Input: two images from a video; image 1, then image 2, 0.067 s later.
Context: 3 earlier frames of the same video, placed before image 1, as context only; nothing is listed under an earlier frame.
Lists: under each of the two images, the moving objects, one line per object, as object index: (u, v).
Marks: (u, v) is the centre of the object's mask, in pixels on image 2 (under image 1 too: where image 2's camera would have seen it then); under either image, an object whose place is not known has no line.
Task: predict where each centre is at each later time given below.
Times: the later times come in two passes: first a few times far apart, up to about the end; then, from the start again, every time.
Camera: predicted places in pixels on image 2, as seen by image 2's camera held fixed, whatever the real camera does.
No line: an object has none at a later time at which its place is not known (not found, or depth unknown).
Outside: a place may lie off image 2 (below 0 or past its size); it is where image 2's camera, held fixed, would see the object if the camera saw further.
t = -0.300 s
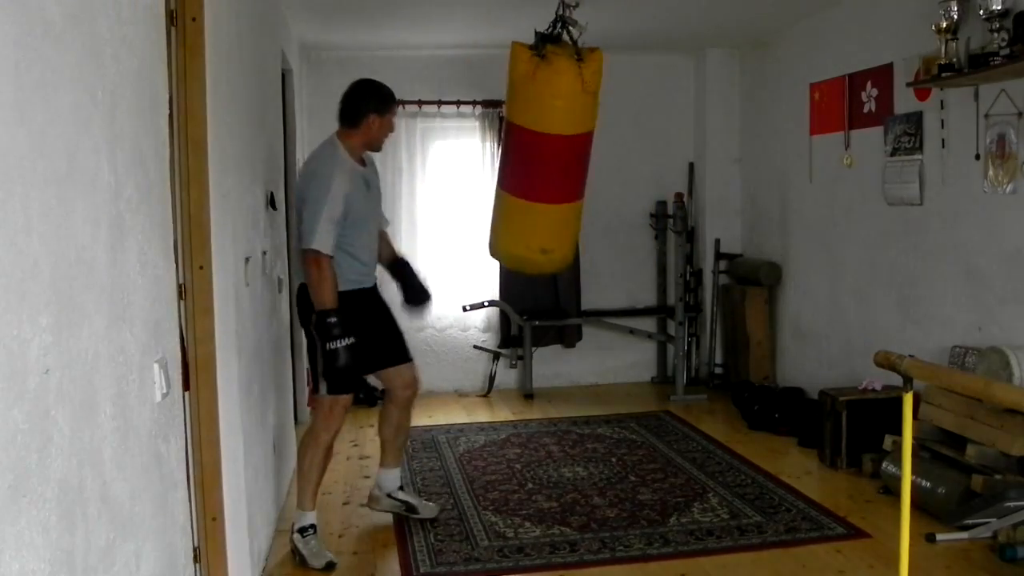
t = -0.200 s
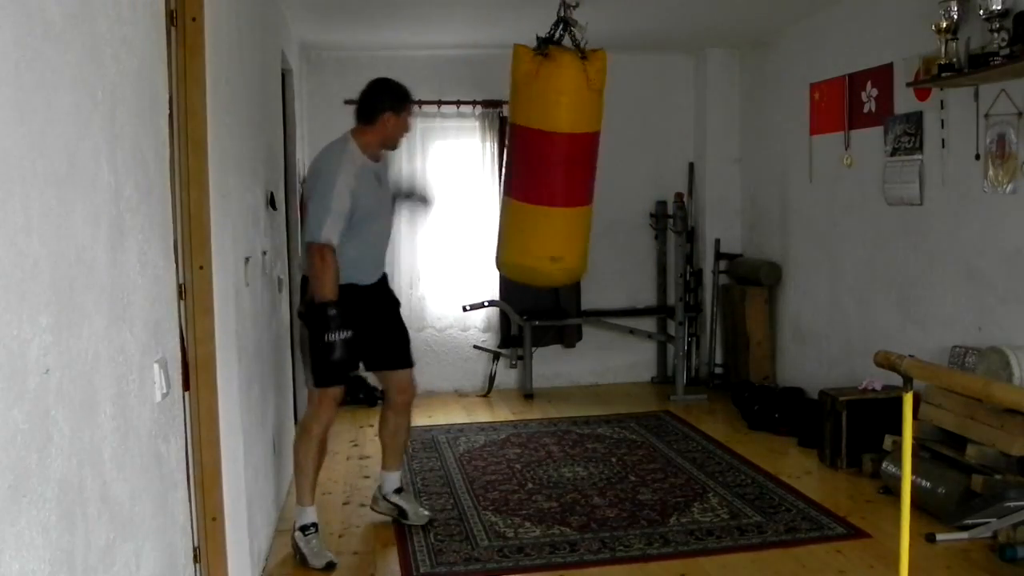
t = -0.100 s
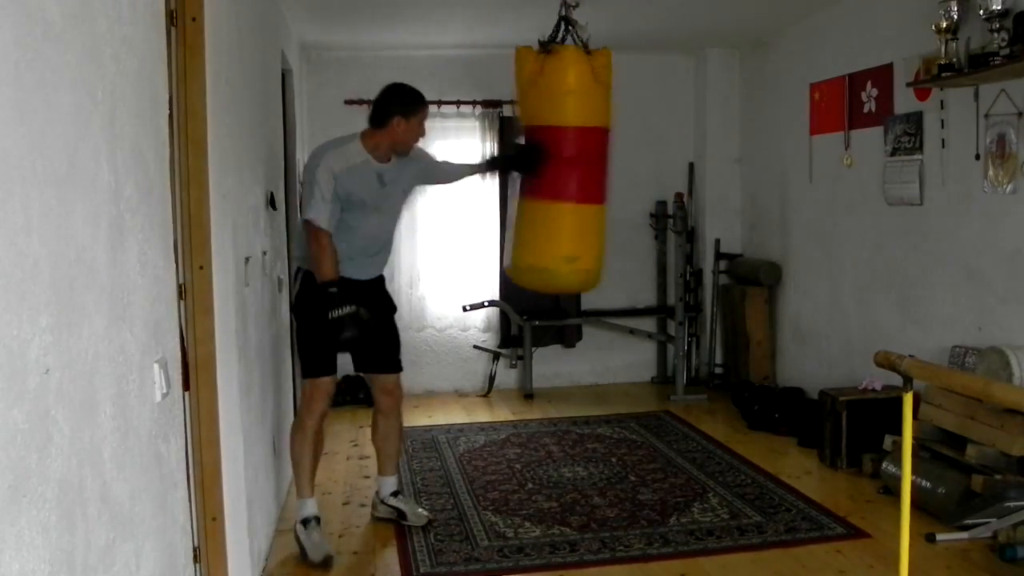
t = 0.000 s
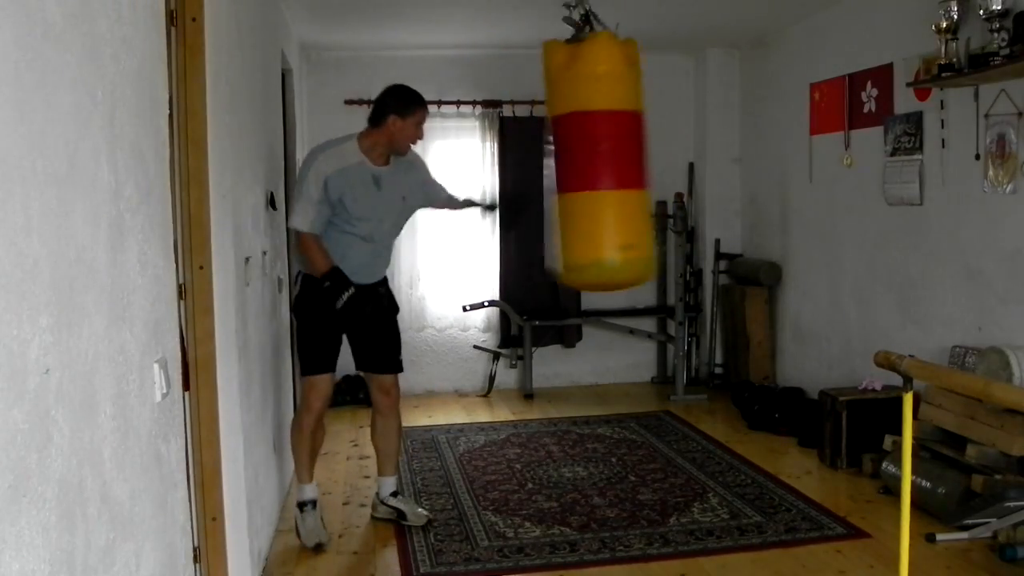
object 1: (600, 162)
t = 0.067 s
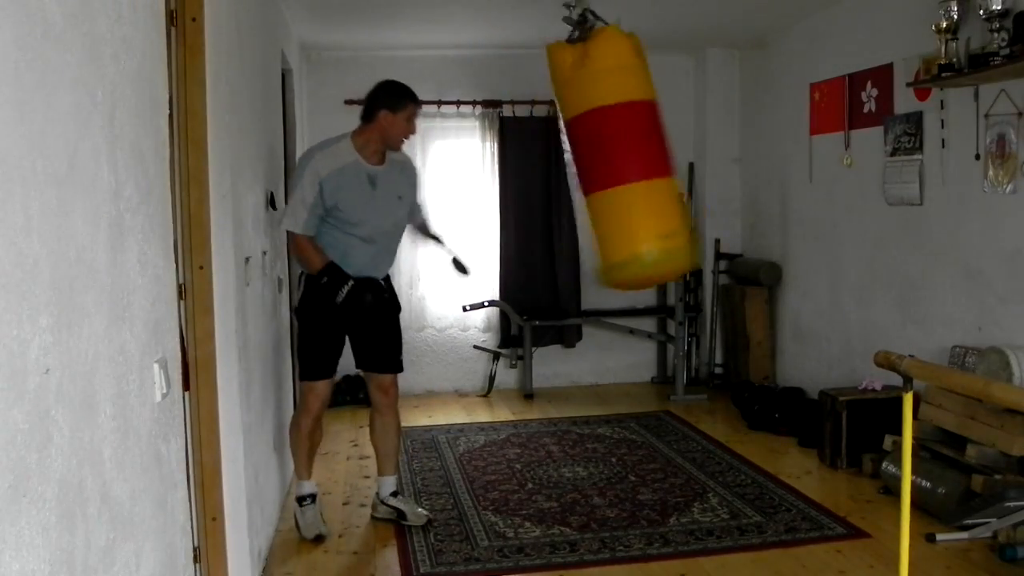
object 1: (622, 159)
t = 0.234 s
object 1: (663, 133)
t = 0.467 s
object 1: (693, 116)
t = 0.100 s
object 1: (631, 155)
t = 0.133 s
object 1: (639, 149)
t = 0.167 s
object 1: (648, 143)
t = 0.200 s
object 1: (655, 139)
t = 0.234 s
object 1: (663, 133)
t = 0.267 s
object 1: (673, 130)
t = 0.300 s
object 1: (680, 127)
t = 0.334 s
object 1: (684, 120)
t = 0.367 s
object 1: (690, 119)
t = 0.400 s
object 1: (692, 117)
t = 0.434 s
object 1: (694, 116)
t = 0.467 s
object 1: (693, 116)
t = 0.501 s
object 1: (692, 116)
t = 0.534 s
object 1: (689, 117)
